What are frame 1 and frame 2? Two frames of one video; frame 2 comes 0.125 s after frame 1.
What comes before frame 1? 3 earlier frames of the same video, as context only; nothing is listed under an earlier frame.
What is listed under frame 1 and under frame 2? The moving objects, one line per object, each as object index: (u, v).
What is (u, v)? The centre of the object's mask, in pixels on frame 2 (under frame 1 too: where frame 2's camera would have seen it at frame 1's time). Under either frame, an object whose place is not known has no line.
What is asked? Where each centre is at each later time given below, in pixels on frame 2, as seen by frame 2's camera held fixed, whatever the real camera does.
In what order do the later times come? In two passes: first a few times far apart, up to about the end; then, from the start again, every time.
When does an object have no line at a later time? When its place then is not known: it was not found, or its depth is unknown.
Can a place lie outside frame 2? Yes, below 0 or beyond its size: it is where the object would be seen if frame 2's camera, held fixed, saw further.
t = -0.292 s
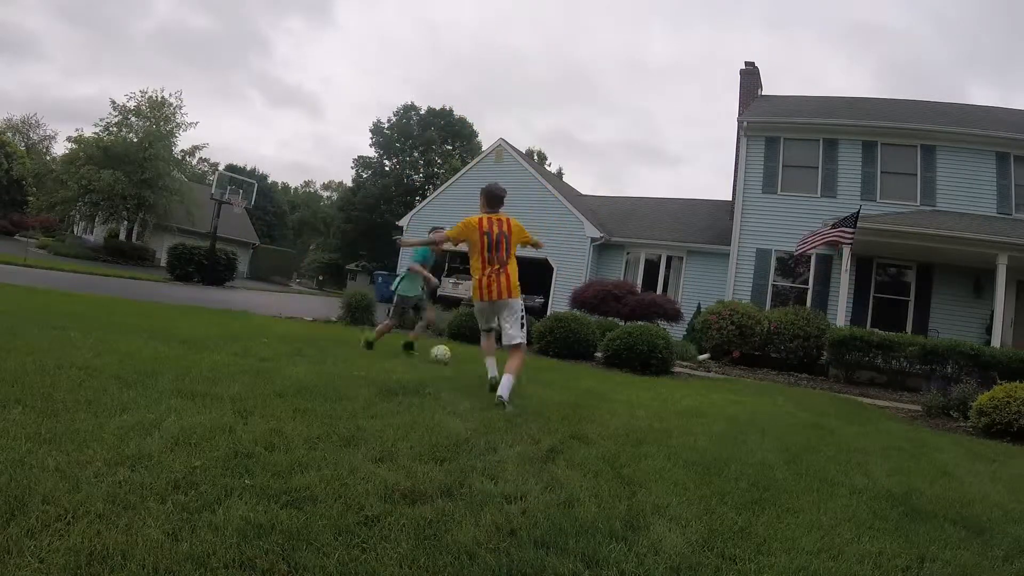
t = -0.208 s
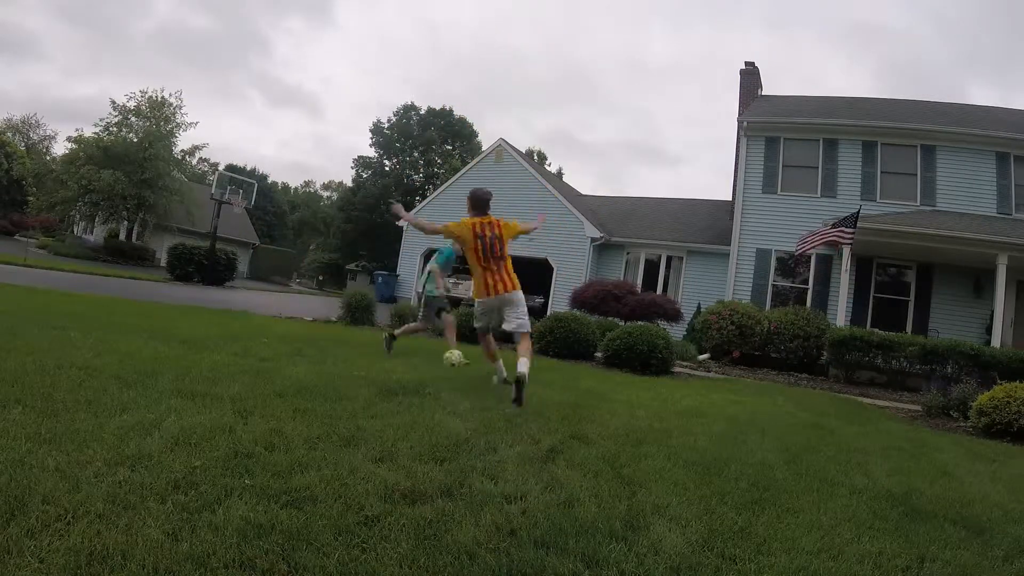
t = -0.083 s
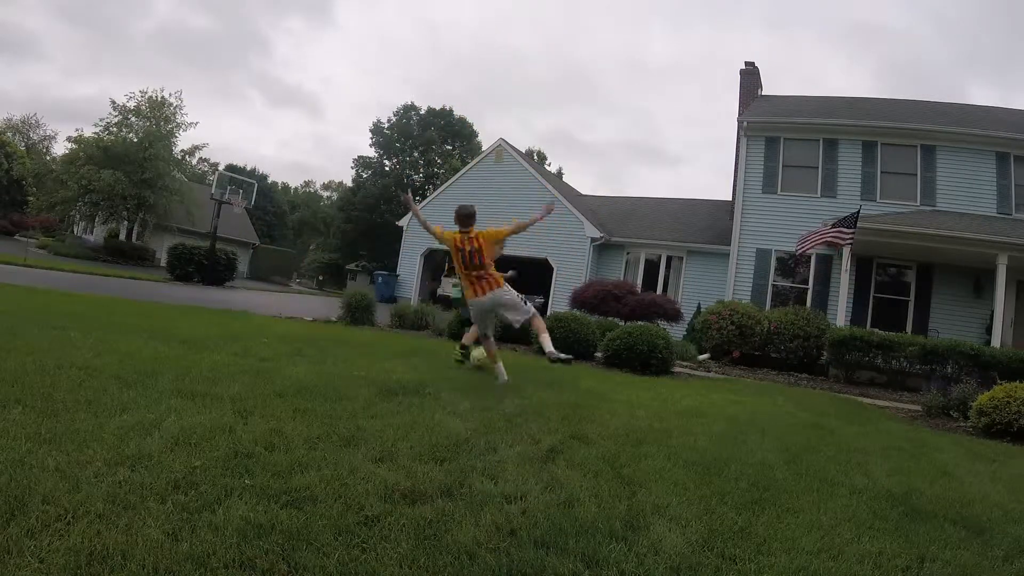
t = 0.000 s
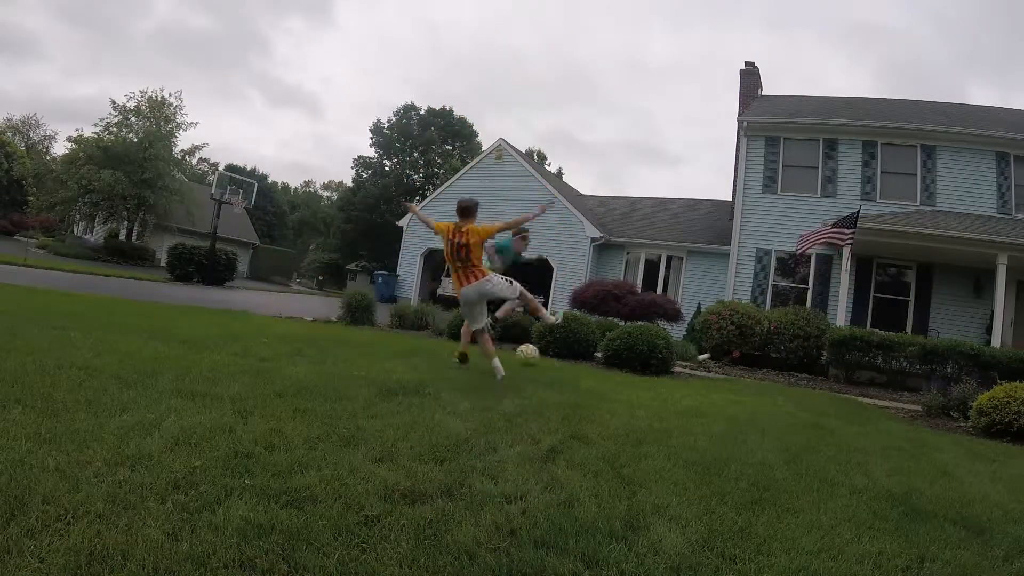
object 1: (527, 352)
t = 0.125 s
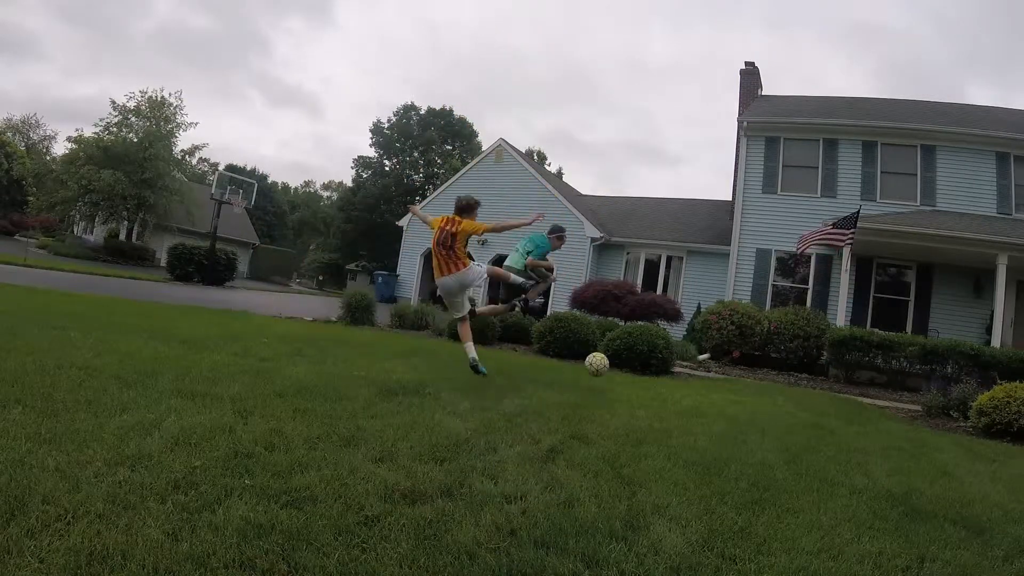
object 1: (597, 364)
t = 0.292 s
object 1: (686, 397)
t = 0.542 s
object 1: (769, 402)
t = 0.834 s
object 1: (834, 415)
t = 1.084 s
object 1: (877, 422)
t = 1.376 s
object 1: (911, 426)
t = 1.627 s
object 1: (926, 427)
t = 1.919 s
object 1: (930, 427)
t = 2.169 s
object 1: (928, 428)
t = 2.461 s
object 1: (928, 428)
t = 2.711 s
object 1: (928, 428)
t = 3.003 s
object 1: (928, 428)
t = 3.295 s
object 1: (928, 428)
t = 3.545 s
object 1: (928, 428)
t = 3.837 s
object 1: (928, 428)
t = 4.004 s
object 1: (928, 428)
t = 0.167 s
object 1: (620, 371)
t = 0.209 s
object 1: (642, 379)
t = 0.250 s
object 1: (665, 387)
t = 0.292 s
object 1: (686, 397)
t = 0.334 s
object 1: (701, 396)
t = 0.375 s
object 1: (715, 394)
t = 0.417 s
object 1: (729, 394)
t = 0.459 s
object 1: (742, 395)
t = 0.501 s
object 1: (756, 399)
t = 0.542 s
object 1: (769, 402)
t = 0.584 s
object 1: (781, 409)
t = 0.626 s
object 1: (791, 411)
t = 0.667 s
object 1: (800, 410)
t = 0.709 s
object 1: (809, 410)
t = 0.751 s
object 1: (818, 410)
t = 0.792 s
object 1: (826, 413)
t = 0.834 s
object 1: (834, 415)
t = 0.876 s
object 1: (842, 418)
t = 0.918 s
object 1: (851, 419)
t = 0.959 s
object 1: (858, 419)
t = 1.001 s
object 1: (865, 420)
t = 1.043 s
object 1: (871, 420)
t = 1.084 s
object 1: (877, 422)
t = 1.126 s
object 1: (883, 423)
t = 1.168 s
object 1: (888, 424)
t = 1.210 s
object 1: (894, 424)
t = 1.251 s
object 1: (899, 425)
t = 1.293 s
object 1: (903, 425)
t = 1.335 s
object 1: (908, 426)
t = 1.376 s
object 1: (911, 426)
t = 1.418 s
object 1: (915, 426)
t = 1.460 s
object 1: (918, 426)
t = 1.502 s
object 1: (920, 426)
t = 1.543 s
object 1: (922, 426)
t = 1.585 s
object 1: (924, 427)
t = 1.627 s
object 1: (926, 427)
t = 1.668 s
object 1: (927, 427)
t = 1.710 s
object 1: (928, 428)
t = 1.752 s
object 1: (929, 428)
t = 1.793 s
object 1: (930, 427)
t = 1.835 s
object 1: (930, 427)
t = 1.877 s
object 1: (930, 427)
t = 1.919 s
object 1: (930, 427)
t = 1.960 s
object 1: (929, 428)
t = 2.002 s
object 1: (929, 428)
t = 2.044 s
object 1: (929, 428)
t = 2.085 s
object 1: (929, 428)
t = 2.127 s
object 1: (928, 428)
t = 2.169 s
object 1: (928, 428)
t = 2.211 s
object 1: (928, 428)
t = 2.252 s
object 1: (928, 428)
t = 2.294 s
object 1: (928, 428)
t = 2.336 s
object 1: (928, 428)
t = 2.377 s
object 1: (928, 428)
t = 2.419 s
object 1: (928, 428)
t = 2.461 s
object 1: (928, 428)
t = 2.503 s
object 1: (928, 428)
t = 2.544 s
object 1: (928, 428)
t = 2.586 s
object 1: (928, 428)
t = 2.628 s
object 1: (928, 428)
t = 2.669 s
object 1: (928, 428)
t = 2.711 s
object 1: (928, 428)
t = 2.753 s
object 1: (928, 428)
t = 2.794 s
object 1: (928, 428)
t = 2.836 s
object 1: (928, 428)
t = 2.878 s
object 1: (928, 428)
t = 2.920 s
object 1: (928, 428)
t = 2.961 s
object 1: (928, 428)
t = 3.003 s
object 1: (928, 428)
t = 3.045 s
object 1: (928, 428)
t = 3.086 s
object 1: (928, 428)
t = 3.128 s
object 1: (928, 428)
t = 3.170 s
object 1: (928, 428)
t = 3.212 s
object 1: (928, 428)
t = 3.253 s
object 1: (928, 428)
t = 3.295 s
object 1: (928, 428)
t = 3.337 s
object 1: (928, 428)
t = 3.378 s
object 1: (928, 428)
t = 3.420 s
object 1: (928, 428)
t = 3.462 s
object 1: (928, 428)
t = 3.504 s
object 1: (928, 428)
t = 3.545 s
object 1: (928, 428)
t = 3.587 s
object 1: (928, 428)
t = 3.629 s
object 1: (928, 428)
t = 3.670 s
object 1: (928, 428)
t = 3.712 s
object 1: (928, 428)
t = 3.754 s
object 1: (928, 428)
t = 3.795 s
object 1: (928, 428)
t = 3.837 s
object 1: (928, 428)
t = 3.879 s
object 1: (928, 428)
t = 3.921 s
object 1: (928, 428)
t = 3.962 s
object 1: (928, 428)
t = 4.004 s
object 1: (928, 428)
